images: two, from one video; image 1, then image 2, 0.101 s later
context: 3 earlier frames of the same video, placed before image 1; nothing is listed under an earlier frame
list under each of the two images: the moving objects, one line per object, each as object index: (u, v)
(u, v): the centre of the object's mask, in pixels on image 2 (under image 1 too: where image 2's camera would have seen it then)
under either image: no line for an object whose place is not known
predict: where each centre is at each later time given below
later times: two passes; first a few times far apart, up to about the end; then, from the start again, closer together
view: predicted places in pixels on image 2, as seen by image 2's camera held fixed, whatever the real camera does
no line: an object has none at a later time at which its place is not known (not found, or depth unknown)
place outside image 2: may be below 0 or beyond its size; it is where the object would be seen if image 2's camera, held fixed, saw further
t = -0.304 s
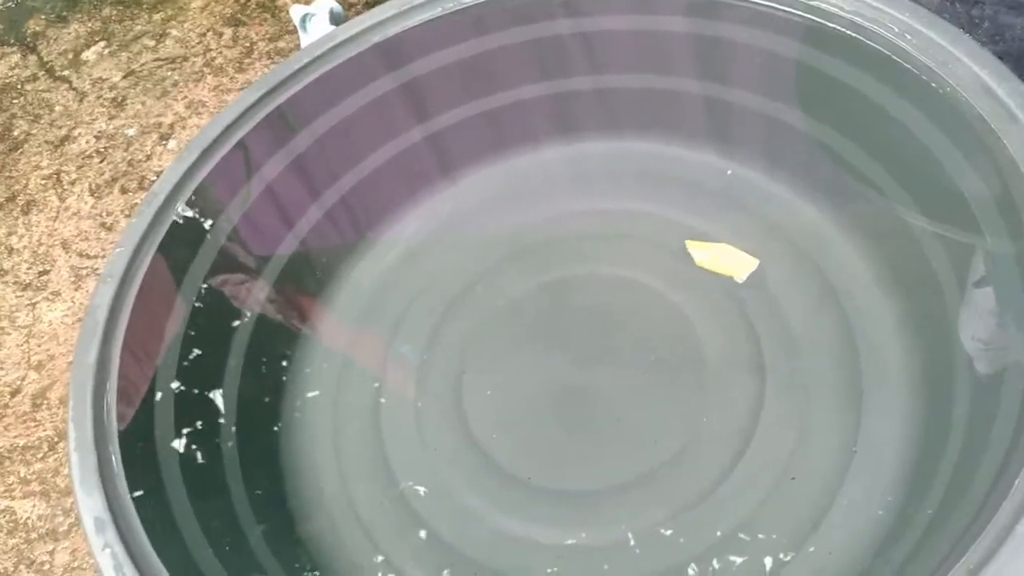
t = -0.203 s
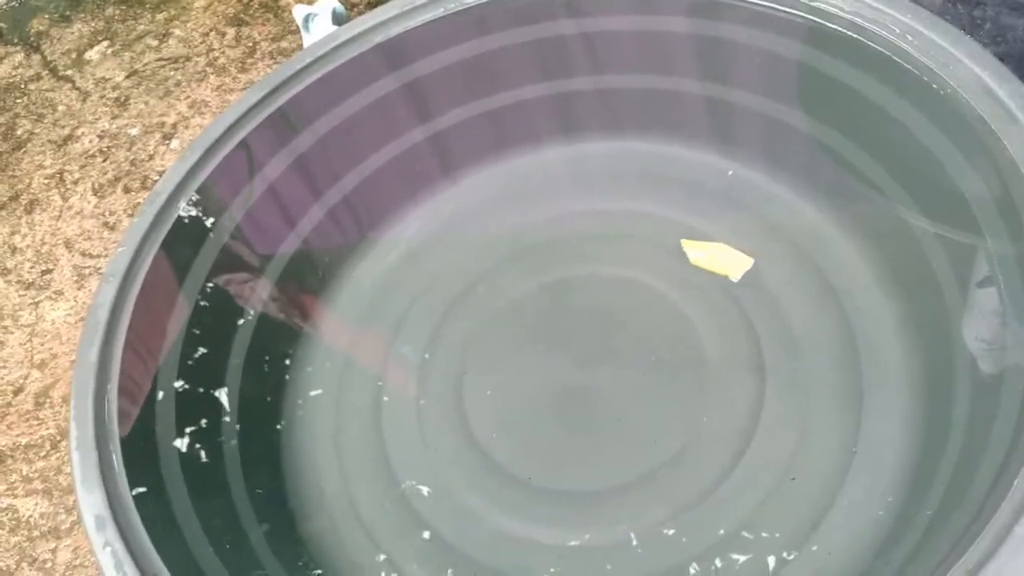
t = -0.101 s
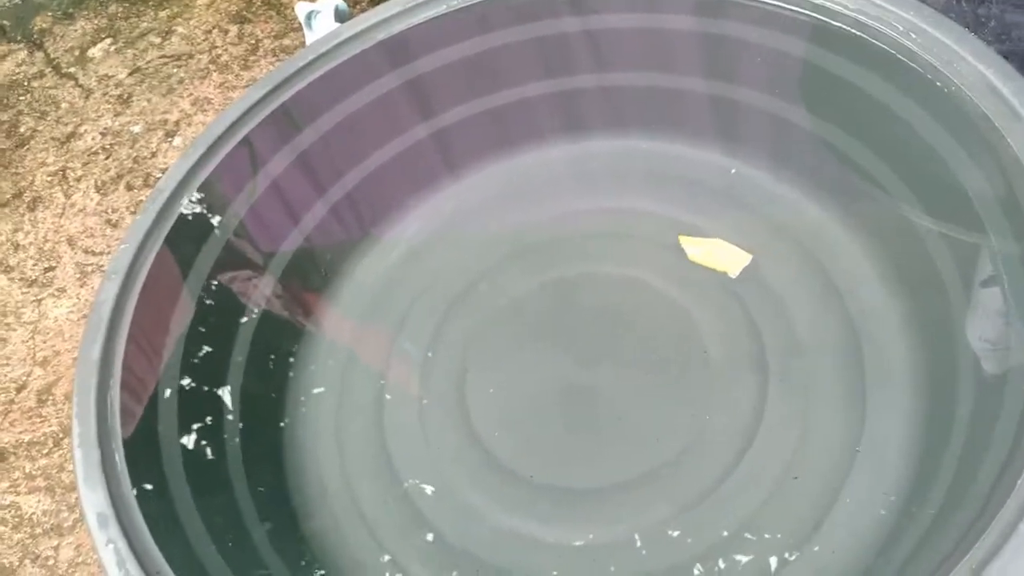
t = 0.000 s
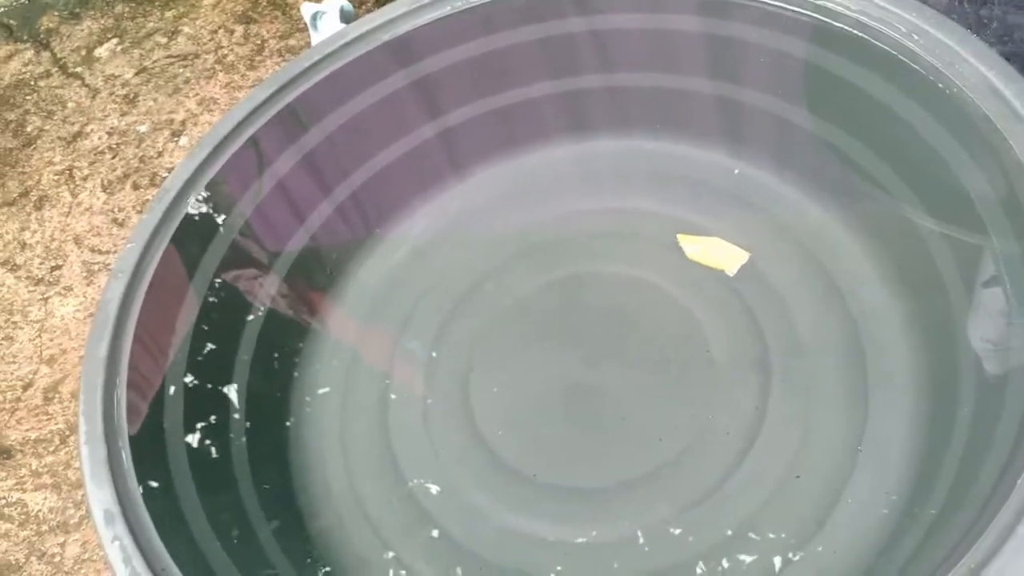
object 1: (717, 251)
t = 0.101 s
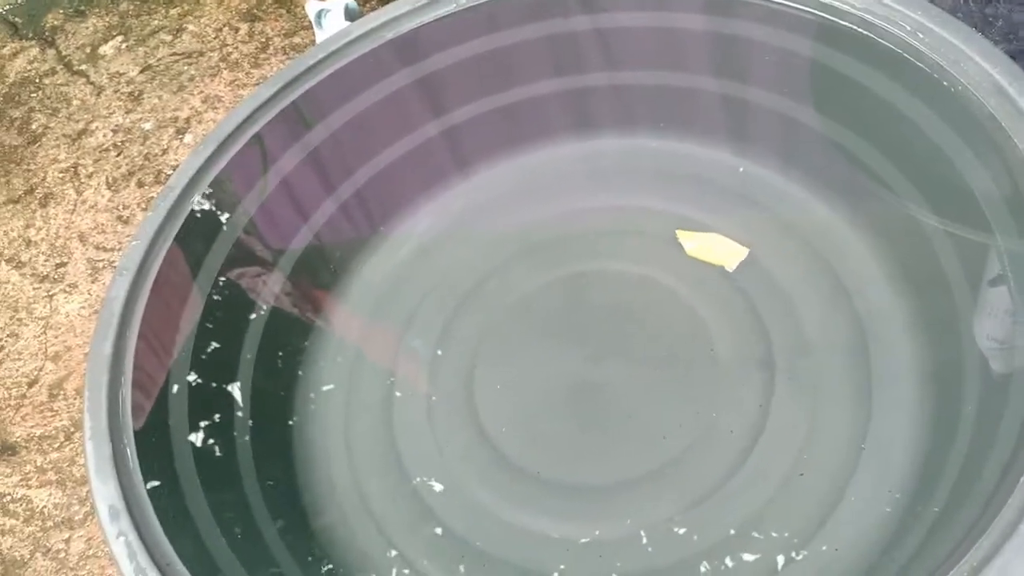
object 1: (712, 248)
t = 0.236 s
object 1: (706, 246)
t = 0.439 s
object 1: (696, 242)
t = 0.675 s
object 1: (686, 238)
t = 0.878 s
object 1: (676, 236)
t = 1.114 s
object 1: (665, 232)
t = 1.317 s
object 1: (656, 230)
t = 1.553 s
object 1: (645, 227)
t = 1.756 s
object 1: (636, 225)
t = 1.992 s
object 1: (626, 222)
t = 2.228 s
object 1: (615, 220)
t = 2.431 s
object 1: (607, 218)
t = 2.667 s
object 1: (596, 216)
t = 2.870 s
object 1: (587, 215)
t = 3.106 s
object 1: (577, 213)
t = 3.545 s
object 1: (558, 211)
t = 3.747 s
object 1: (549, 210)
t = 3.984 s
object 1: (539, 209)
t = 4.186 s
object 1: (531, 208)
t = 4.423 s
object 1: (521, 208)
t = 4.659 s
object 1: (511, 207)
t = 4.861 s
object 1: (503, 207)
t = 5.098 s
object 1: (493, 208)
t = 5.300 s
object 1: (485, 208)
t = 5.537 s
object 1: (475, 208)
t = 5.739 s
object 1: (467, 208)
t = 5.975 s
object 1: (457, 208)
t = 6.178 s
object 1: (449, 209)
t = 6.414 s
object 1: (440, 209)
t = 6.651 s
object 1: (430, 210)
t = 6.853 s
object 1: (421, 210)
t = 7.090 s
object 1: (411, 211)
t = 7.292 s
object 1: (404, 212)
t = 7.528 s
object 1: (394, 213)
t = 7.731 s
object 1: (386, 213)
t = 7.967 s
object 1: (377, 214)
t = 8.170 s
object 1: (369, 214)
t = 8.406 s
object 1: (359, 214)
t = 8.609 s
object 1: (352, 214)
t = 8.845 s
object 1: (342, 214)
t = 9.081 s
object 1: (332, 214)
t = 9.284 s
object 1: (324, 215)
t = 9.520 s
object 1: (314, 215)
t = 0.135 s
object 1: (711, 248)
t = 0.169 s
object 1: (709, 247)
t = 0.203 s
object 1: (708, 246)
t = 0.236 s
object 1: (706, 246)
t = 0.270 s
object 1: (705, 245)
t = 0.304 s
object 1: (703, 245)
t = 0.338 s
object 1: (702, 244)
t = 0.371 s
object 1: (700, 243)
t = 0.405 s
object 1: (698, 243)
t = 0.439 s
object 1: (696, 242)
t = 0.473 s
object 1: (695, 242)
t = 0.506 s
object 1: (693, 241)
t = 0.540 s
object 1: (692, 240)
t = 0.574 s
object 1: (690, 240)
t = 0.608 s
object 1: (689, 239)
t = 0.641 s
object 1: (687, 239)
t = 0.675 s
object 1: (686, 238)
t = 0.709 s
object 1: (684, 238)
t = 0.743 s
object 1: (682, 237)
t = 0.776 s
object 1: (681, 237)
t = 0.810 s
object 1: (679, 237)
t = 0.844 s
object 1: (678, 236)
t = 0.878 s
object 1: (676, 236)
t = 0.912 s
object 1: (675, 235)
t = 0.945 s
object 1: (673, 234)
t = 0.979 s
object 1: (671, 234)
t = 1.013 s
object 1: (670, 234)
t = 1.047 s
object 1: (668, 233)
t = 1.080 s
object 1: (667, 233)
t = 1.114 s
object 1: (665, 232)
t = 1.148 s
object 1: (664, 232)
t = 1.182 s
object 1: (662, 231)
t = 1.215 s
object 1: (661, 231)
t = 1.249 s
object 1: (659, 231)
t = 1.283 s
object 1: (658, 230)
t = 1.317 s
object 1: (656, 230)
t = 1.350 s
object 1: (654, 230)
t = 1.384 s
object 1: (653, 229)
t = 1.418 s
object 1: (651, 229)
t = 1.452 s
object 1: (650, 228)
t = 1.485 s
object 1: (648, 228)
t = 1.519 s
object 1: (647, 227)
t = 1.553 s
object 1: (645, 227)
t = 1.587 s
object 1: (643, 226)
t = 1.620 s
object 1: (642, 226)
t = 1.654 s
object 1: (640, 226)
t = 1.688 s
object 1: (639, 225)
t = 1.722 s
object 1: (637, 225)
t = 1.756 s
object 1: (636, 225)
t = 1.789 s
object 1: (634, 224)
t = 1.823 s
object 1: (633, 224)
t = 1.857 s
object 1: (631, 224)
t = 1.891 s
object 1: (630, 223)
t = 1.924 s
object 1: (629, 223)
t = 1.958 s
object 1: (627, 223)
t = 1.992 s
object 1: (626, 222)
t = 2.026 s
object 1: (624, 222)
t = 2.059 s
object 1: (623, 221)
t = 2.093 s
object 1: (621, 221)
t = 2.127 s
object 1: (620, 221)
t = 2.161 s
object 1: (618, 220)
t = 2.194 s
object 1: (617, 220)
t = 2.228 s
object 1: (615, 220)
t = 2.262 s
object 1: (613, 220)
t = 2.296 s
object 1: (612, 219)
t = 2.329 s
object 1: (611, 219)
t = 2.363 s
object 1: (609, 219)
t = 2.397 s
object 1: (608, 218)
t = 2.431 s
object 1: (607, 218)
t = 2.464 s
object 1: (605, 218)
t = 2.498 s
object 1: (604, 217)
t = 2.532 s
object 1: (602, 217)
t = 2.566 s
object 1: (601, 217)
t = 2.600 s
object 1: (599, 217)
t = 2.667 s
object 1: (596, 216)
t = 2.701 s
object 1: (595, 216)
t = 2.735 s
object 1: (593, 216)
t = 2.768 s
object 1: (592, 215)
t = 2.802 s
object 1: (590, 215)
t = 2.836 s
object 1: (588, 215)
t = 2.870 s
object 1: (587, 215)
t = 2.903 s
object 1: (586, 215)
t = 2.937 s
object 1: (584, 214)
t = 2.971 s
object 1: (583, 214)
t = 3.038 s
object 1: (580, 214)
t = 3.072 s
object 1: (579, 213)
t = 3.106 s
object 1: (577, 213)
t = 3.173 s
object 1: (574, 213)
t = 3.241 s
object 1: (571, 213)
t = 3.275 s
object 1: (570, 212)
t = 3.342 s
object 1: (567, 212)
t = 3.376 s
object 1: (565, 212)
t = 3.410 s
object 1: (564, 212)
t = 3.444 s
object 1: (562, 211)
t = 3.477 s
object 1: (561, 211)
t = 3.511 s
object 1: (559, 211)
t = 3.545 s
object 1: (558, 211)
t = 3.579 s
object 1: (556, 211)
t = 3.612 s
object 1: (555, 211)
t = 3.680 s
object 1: (552, 210)
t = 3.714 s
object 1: (551, 210)
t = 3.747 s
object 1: (549, 210)
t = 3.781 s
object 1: (548, 210)
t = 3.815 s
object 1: (546, 210)
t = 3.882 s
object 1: (544, 209)
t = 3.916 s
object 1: (542, 209)
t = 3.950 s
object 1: (541, 209)
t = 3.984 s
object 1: (539, 209)
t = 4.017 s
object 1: (538, 209)
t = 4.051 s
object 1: (536, 209)
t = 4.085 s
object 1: (535, 209)
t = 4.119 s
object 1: (533, 209)
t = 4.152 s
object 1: (532, 208)
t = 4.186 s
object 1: (531, 208)
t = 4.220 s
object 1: (529, 208)
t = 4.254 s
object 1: (528, 208)
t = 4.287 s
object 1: (526, 208)
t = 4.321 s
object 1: (525, 208)
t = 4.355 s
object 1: (524, 208)
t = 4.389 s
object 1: (522, 208)
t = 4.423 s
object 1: (521, 208)
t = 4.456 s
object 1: (519, 208)
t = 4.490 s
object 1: (518, 208)
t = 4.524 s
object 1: (517, 207)
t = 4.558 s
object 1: (515, 208)
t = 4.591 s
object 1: (514, 208)
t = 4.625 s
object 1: (512, 207)
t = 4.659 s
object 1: (511, 207)
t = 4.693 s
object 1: (510, 207)
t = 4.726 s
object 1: (508, 207)
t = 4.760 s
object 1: (507, 207)
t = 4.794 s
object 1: (505, 207)
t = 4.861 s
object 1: (503, 207)
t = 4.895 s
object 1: (501, 207)
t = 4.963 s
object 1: (499, 207)
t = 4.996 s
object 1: (497, 208)
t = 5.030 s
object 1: (496, 207)
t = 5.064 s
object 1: (494, 207)
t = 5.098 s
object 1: (493, 208)
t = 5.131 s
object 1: (492, 208)
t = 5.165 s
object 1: (490, 208)
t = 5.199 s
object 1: (489, 208)
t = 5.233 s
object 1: (488, 208)
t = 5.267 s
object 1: (486, 208)
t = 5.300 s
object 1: (485, 208)
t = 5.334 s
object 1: (484, 208)
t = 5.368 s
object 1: (482, 208)
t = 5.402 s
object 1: (481, 208)
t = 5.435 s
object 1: (480, 208)
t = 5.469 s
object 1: (478, 208)
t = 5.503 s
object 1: (477, 208)
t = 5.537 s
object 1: (475, 208)
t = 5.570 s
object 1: (474, 208)
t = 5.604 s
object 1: (473, 208)
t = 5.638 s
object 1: (472, 208)
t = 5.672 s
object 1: (470, 208)
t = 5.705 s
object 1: (469, 208)
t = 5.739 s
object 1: (467, 208)
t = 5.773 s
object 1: (466, 208)
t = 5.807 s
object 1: (464, 208)
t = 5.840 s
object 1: (462, 208)
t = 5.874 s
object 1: (461, 208)
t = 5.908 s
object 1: (460, 208)
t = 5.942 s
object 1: (459, 209)
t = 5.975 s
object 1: (457, 208)
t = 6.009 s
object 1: (456, 209)
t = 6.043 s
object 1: (454, 209)
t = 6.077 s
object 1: (453, 209)
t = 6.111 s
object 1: (452, 209)
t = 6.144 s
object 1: (451, 209)
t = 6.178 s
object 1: (449, 209)
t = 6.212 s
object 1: (448, 209)
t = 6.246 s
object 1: (446, 209)
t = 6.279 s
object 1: (445, 209)
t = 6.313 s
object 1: (444, 209)
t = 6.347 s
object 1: (443, 209)
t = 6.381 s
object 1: (441, 209)
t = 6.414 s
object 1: (440, 209)
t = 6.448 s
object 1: (438, 209)
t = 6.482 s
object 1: (436, 209)
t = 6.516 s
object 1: (435, 210)
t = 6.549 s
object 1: (434, 209)
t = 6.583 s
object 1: (432, 209)
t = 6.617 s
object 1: (431, 210)
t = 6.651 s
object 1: (430, 210)
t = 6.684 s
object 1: (428, 210)
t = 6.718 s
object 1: (427, 210)
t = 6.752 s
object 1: (426, 210)
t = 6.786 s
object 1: (425, 210)
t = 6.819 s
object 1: (423, 210)
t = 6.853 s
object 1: (421, 210)
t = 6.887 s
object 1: (420, 211)
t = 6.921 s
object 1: (418, 211)
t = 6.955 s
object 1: (417, 211)
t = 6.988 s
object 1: (416, 211)
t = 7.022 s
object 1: (414, 211)
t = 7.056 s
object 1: (413, 211)
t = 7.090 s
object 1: (411, 211)
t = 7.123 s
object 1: (410, 211)
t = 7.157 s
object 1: (409, 211)
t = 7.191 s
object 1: (407, 212)
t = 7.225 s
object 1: (406, 212)
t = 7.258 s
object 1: (405, 212)
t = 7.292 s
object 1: (404, 212)
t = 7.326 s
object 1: (402, 212)
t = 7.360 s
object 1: (401, 212)
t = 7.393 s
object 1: (400, 212)
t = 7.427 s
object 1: (398, 212)
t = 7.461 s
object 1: (397, 212)
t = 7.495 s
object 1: (395, 212)
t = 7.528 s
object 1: (394, 213)
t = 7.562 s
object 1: (393, 213)
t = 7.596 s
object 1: (391, 213)
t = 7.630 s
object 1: (390, 213)
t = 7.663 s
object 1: (389, 213)
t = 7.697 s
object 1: (387, 213)
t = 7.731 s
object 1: (386, 213)
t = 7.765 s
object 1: (385, 213)
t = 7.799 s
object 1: (383, 213)
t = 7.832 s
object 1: (382, 213)
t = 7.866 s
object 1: (380, 213)
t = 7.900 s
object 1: (379, 213)
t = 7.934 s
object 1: (378, 214)
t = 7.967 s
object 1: (377, 214)
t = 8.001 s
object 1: (375, 213)
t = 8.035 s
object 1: (374, 214)
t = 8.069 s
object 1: (373, 214)
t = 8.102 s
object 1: (371, 214)
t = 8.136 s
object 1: (370, 214)
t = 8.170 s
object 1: (369, 214)
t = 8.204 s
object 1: (367, 214)
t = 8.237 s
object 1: (366, 214)
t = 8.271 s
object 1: (364, 214)
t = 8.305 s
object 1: (363, 214)
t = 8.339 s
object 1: (362, 214)
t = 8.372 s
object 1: (361, 214)
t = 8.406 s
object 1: (359, 214)
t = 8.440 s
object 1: (358, 214)
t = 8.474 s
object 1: (357, 214)
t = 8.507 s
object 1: (356, 214)
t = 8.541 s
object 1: (354, 214)
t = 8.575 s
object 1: (353, 214)
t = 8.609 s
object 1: (352, 214)
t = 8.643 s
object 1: (350, 214)
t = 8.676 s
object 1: (349, 214)
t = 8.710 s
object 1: (347, 214)
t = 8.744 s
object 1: (346, 214)
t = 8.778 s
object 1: (344, 214)
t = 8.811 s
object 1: (344, 214)
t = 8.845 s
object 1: (342, 214)
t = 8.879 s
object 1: (341, 214)
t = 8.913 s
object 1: (339, 214)
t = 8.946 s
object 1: (337, 214)
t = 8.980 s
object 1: (336, 214)
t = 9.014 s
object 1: (335, 214)
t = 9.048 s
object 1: (334, 214)
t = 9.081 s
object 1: (332, 214)
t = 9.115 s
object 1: (331, 214)
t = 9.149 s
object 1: (330, 214)
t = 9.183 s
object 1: (328, 215)
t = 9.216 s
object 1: (327, 214)
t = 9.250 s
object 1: (326, 215)
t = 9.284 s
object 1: (324, 215)
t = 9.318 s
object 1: (323, 214)
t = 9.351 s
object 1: (322, 214)
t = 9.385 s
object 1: (321, 214)
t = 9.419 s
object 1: (319, 214)
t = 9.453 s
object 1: (317, 215)
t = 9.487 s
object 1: (317, 215)
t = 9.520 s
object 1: (314, 215)
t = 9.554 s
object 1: (312, 216)
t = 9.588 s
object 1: (309, 218)
